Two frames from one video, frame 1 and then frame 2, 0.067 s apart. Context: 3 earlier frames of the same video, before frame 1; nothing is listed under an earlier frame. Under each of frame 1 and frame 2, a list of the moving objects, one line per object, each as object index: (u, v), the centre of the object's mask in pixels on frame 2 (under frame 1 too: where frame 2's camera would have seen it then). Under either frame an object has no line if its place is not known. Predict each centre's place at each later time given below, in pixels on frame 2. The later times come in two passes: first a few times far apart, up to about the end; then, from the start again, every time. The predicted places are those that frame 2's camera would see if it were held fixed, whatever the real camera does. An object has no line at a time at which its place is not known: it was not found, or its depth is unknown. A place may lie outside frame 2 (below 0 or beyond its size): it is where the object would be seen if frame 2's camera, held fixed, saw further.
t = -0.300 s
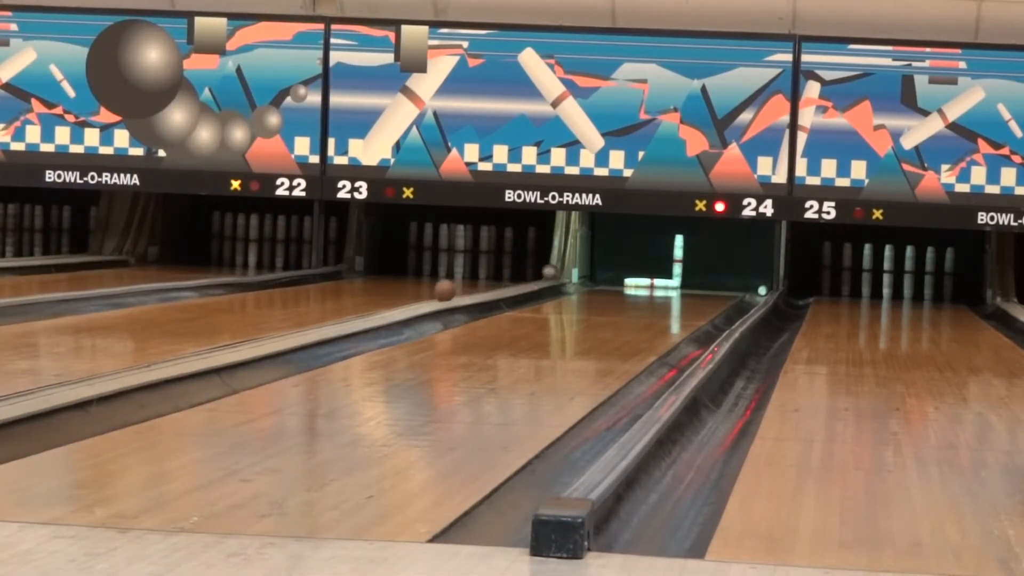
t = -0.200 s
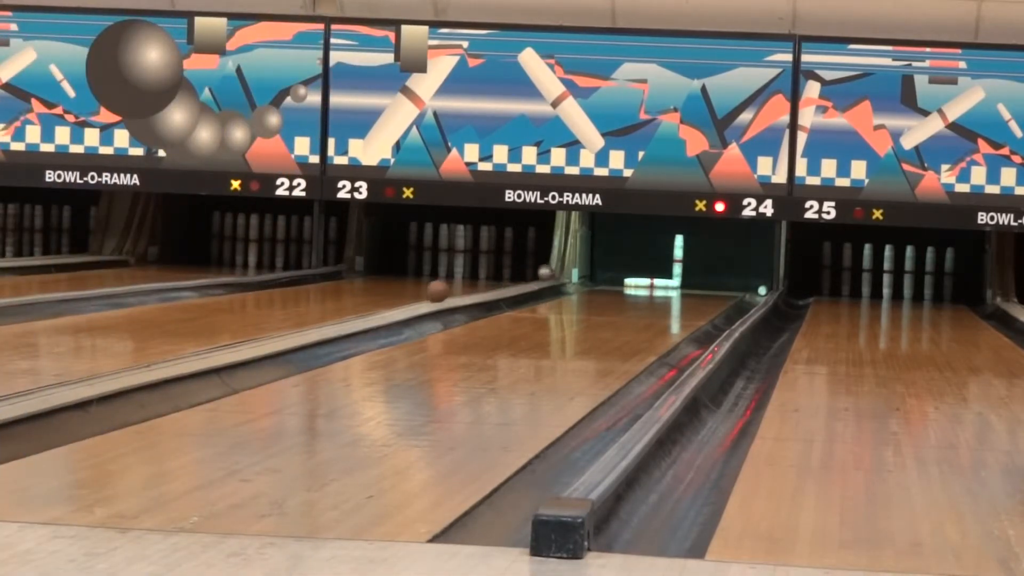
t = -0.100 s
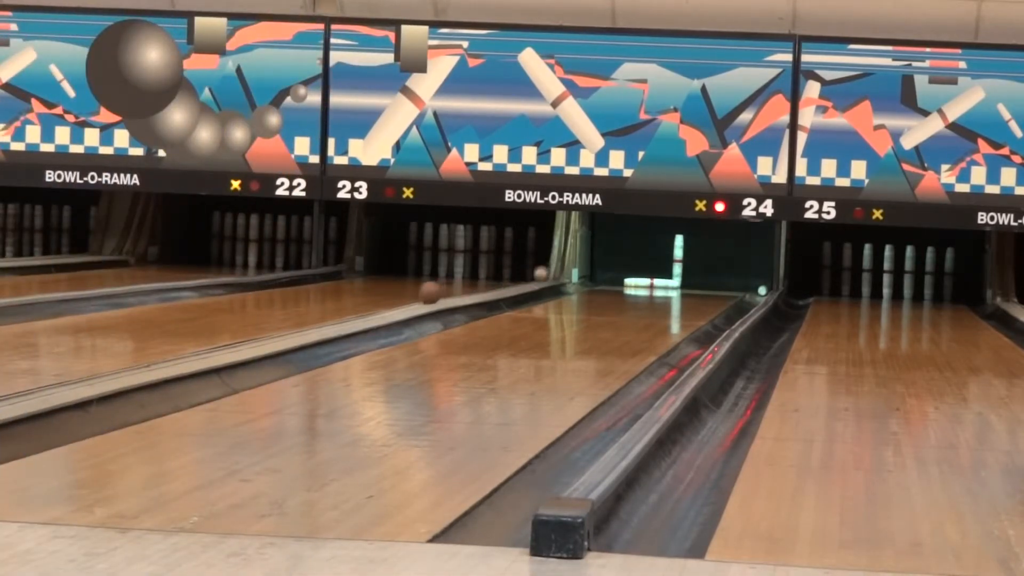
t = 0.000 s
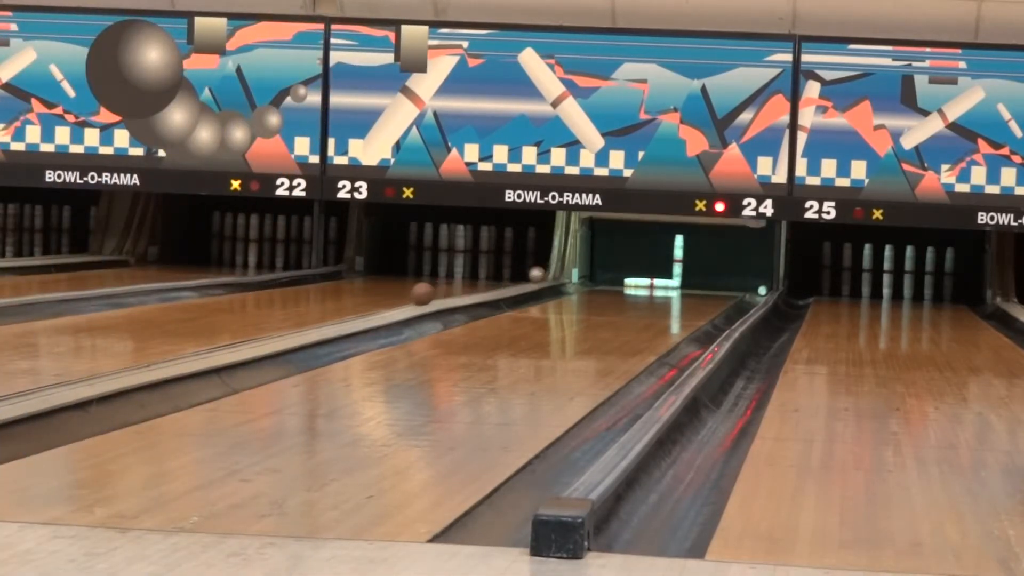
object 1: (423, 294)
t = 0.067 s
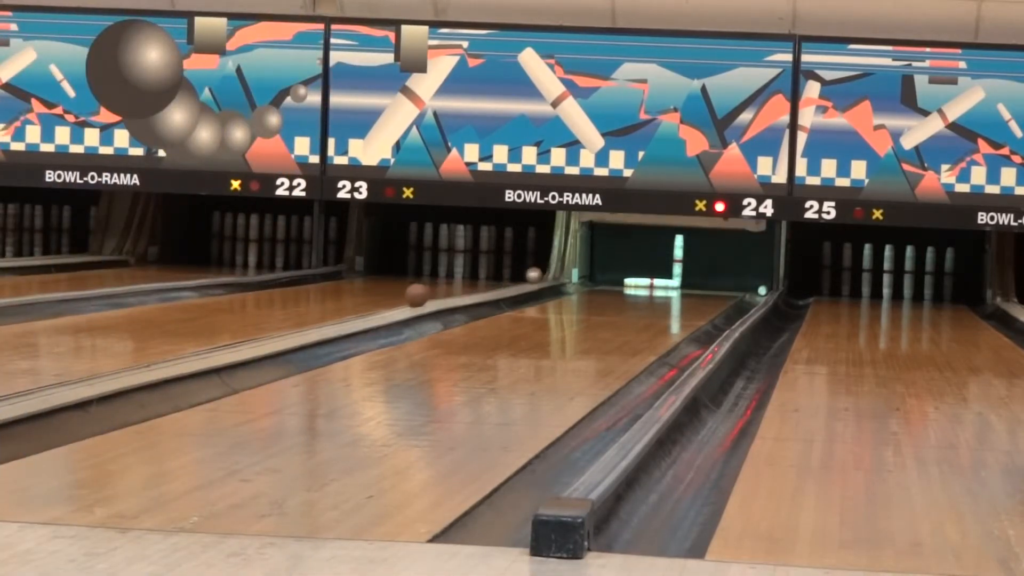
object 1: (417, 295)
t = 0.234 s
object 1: (403, 298)
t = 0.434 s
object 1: (385, 303)
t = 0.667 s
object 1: (362, 307)
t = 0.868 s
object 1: (342, 311)
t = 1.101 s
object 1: (314, 317)
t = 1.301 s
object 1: (288, 322)
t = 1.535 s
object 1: (256, 332)
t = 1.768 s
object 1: (218, 339)
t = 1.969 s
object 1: (183, 346)
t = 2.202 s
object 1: (135, 355)
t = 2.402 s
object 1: (90, 363)
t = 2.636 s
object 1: (30, 376)
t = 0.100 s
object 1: (414, 296)
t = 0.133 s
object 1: (411, 296)
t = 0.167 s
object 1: (409, 297)
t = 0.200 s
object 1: (405, 297)
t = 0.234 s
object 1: (403, 298)
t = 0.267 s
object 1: (400, 298)
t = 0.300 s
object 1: (397, 300)
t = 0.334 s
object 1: (394, 300)
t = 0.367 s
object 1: (391, 301)
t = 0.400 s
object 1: (388, 302)
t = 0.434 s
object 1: (385, 303)
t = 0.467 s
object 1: (382, 303)
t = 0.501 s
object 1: (379, 304)
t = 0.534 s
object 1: (376, 304)
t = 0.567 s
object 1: (372, 305)
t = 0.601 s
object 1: (369, 306)
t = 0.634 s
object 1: (366, 307)
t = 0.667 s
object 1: (362, 307)
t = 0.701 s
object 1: (359, 308)
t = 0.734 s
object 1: (356, 308)
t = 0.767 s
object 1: (353, 309)
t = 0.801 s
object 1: (349, 310)
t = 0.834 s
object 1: (345, 310)
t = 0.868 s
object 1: (342, 311)
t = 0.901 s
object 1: (338, 312)
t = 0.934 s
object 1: (333, 313)
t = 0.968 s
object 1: (329, 314)
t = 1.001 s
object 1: (325, 314)
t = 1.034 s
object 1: (321, 316)
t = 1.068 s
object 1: (318, 317)
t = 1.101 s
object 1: (314, 317)
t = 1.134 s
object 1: (310, 319)
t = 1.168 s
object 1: (306, 320)
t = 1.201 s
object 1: (301, 321)
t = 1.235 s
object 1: (297, 322)
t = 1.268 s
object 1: (293, 322)
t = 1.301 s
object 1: (288, 322)
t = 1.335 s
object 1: (284, 323)
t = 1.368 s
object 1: (279, 325)
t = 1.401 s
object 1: (275, 327)
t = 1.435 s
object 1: (270, 328)
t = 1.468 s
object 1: (266, 328)
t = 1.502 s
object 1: (260, 330)
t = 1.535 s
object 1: (256, 332)
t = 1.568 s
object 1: (250, 332)
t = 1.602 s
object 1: (245, 333)
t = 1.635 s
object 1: (240, 334)
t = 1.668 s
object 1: (234, 335)
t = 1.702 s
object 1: (229, 337)
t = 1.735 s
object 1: (223, 337)
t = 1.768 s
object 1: (218, 339)
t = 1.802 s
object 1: (212, 339)
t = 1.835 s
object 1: (207, 340)
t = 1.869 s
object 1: (201, 342)
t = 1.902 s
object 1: (195, 342)
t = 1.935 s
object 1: (189, 344)
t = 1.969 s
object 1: (183, 346)
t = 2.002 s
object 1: (176, 347)
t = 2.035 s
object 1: (171, 349)
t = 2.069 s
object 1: (163, 349)
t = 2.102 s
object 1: (156, 351)
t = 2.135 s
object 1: (149, 352)
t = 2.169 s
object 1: (142, 354)
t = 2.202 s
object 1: (135, 355)
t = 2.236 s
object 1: (128, 356)
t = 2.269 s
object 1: (121, 357)
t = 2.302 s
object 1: (113, 359)
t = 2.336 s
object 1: (106, 360)
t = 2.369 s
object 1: (98, 362)
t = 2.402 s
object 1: (90, 363)
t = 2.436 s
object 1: (82, 365)
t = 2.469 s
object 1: (74, 366)
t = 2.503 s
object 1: (65, 368)
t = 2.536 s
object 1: (56, 370)
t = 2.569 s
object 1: (48, 372)
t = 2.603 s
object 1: (39, 374)
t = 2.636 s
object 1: (30, 376)
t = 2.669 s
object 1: (21, 378)
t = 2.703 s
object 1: (15, 380)
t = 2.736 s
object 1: (11, 382)
